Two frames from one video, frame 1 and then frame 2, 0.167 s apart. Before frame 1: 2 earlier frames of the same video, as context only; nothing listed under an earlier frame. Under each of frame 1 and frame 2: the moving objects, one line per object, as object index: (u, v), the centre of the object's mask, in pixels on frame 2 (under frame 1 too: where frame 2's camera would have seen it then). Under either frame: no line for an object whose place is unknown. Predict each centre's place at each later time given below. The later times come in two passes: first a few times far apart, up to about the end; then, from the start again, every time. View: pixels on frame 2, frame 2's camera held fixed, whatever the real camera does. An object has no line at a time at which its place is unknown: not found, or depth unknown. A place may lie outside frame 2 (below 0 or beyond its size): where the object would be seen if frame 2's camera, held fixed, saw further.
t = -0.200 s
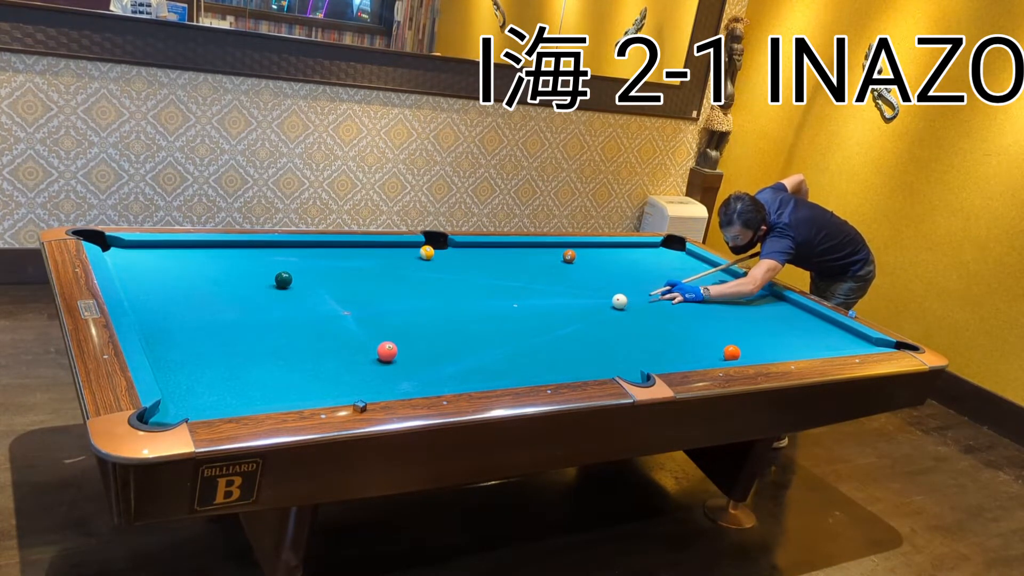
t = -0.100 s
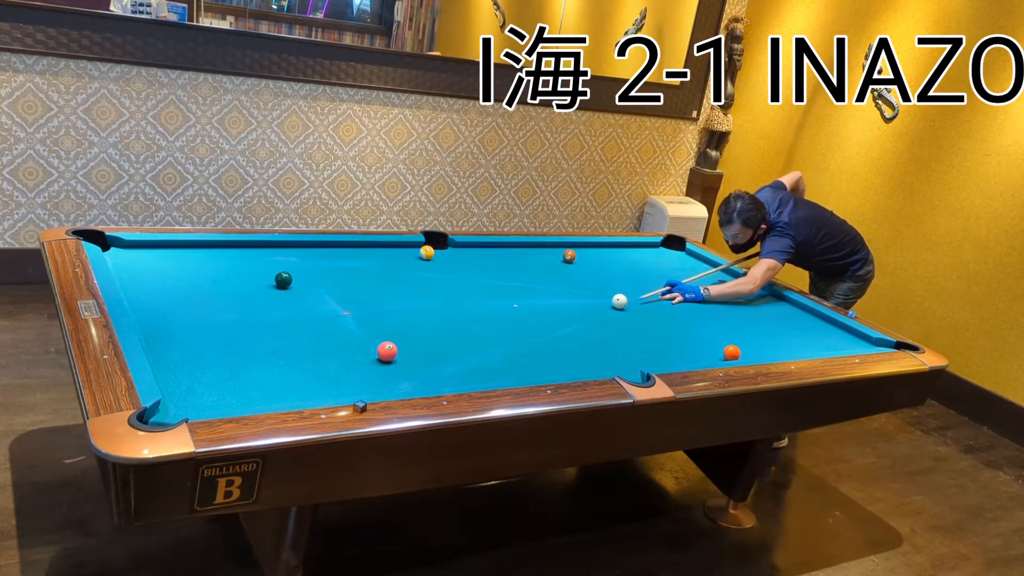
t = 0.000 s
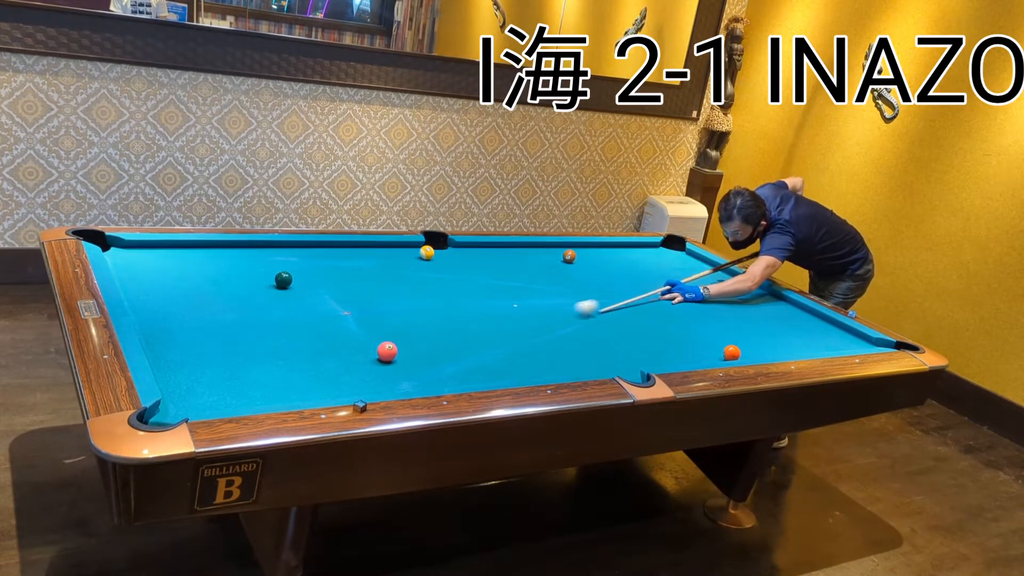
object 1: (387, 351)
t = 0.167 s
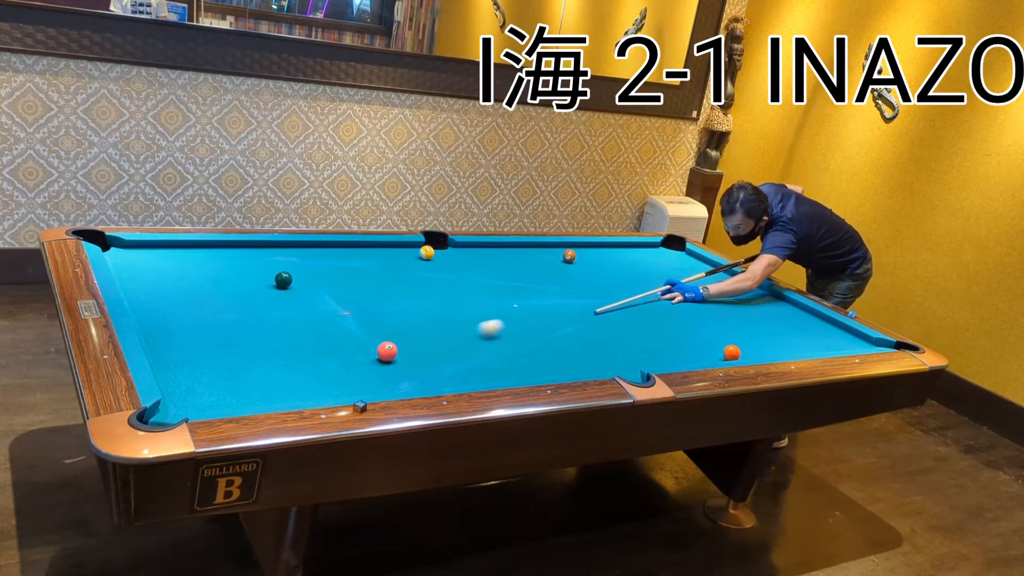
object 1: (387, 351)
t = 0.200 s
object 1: (387, 351)
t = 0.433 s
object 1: (313, 367)
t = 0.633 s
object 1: (190, 395)
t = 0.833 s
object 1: (243, 401)
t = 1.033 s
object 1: (289, 393)
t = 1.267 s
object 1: (337, 383)
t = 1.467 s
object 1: (372, 374)
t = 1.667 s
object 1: (405, 366)
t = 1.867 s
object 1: (434, 359)
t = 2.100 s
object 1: (464, 351)
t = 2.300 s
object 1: (488, 346)
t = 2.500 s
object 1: (510, 340)
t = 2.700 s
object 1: (530, 335)
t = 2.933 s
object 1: (552, 330)
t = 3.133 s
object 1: (568, 326)
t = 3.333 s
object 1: (584, 322)
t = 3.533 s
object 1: (598, 319)
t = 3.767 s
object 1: (613, 315)
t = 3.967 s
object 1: (625, 312)
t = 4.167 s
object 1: (637, 309)
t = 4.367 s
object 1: (647, 306)
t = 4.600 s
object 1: (658, 303)
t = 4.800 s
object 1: (667, 301)
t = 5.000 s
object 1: (675, 299)
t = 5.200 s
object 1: (683, 297)
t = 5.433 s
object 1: (691, 295)
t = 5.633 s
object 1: (698, 293)
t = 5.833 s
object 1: (704, 291)
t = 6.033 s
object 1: (709, 290)
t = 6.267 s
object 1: (715, 288)
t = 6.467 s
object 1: (720, 287)
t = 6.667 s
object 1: (725, 286)
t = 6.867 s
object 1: (729, 285)
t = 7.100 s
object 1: (734, 284)
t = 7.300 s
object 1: (737, 283)
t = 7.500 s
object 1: (740, 282)
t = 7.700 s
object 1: (743, 282)
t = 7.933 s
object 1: (746, 281)
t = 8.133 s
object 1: (747, 280)
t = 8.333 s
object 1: (746, 280)
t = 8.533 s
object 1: (745, 280)
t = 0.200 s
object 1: (387, 351)
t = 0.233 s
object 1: (387, 351)
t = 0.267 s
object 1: (387, 352)
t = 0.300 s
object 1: (387, 352)
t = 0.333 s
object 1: (375, 353)
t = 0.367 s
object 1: (355, 358)
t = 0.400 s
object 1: (334, 362)
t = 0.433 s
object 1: (313, 367)
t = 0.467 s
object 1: (292, 371)
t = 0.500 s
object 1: (272, 376)
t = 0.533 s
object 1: (252, 380)
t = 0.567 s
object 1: (232, 385)
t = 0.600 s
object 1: (211, 390)
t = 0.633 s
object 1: (190, 395)
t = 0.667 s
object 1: (176, 399)
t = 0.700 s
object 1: (191, 400)
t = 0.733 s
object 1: (206, 400)
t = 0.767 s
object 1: (219, 400)
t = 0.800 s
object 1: (232, 401)
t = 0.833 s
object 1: (243, 401)
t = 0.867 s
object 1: (253, 400)
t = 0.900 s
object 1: (260, 398)
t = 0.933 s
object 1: (268, 397)
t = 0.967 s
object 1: (275, 396)
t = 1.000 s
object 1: (282, 394)
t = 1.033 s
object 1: (289, 393)
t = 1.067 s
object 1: (297, 392)
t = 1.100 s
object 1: (304, 390)
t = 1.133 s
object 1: (311, 389)
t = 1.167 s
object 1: (317, 388)
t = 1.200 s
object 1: (324, 386)
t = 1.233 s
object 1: (330, 385)
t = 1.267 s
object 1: (337, 383)
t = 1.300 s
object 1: (343, 382)
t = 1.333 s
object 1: (349, 380)
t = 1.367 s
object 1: (355, 379)
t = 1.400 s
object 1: (361, 378)
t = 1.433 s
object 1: (366, 376)
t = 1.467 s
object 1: (372, 374)
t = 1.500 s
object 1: (378, 373)
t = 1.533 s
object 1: (384, 371)
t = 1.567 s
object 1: (389, 370)
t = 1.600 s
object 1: (394, 369)
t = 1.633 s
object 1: (400, 367)
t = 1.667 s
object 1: (405, 366)
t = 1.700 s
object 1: (410, 365)
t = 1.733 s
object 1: (415, 363)
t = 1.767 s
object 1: (420, 362)
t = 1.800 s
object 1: (425, 361)
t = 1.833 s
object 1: (429, 360)
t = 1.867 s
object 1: (434, 359)
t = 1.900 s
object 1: (439, 358)
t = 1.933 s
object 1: (443, 356)
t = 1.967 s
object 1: (448, 355)
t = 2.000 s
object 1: (452, 354)
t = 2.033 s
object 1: (456, 354)
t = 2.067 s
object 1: (460, 352)
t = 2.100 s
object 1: (464, 351)
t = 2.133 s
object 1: (468, 351)
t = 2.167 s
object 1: (472, 350)
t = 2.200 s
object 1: (477, 349)
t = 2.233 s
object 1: (481, 347)
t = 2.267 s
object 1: (485, 347)
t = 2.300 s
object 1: (488, 346)
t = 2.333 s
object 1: (492, 345)
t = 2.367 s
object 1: (496, 344)
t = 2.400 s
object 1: (499, 343)
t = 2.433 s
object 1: (503, 342)
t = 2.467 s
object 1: (507, 341)
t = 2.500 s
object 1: (510, 340)
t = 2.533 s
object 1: (514, 339)
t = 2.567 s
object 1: (517, 338)
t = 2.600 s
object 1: (521, 338)
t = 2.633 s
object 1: (524, 337)
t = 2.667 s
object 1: (527, 336)
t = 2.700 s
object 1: (530, 335)
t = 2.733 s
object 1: (534, 335)
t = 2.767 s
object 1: (536, 334)
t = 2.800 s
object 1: (540, 333)
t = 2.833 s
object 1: (543, 332)
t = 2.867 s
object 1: (546, 331)
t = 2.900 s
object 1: (549, 331)
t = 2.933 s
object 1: (552, 330)
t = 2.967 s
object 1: (555, 329)
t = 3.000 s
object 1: (557, 329)
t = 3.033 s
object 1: (560, 328)
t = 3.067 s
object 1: (563, 327)
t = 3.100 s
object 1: (566, 327)
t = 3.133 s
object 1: (568, 326)
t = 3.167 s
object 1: (571, 325)
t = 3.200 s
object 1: (574, 325)
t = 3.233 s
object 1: (576, 324)
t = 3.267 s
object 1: (579, 323)
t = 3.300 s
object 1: (581, 323)
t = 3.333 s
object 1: (584, 322)
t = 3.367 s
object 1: (586, 321)
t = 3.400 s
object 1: (589, 321)
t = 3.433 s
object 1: (591, 320)
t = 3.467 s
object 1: (593, 320)
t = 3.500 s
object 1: (596, 319)
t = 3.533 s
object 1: (598, 319)
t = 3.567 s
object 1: (600, 318)
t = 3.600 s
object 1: (603, 317)
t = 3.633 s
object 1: (605, 317)
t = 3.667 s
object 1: (607, 316)
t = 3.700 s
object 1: (609, 316)
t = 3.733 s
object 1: (611, 315)
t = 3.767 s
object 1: (613, 315)
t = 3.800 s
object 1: (615, 314)
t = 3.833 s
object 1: (617, 313)
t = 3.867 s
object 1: (619, 313)
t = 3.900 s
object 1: (622, 312)
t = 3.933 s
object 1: (624, 312)
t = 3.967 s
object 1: (625, 312)
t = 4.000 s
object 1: (628, 311)
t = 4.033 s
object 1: (630, 311)
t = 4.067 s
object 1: (631, 310)
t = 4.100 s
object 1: (633, 310)
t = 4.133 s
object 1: (635, 309)
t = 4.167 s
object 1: (637, 309)
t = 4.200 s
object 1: (639, 308)
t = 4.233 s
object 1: (640, 308)
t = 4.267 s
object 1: (642, 307)
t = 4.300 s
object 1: (644, 307)
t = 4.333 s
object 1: (646, 306)
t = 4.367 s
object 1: (647, 306)
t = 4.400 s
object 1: (649, 306)
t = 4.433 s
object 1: (650, 305)
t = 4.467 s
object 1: (652, 305)
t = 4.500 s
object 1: (654, 304)
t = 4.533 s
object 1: (655, 304)
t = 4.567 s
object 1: (657, 303)
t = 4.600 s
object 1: (658, 303)
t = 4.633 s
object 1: (660, 303)
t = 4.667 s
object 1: (661, 302)
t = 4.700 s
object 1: (663, 302)
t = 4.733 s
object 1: (664, 302)
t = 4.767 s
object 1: (666, 301)
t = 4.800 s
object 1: (667, 301)
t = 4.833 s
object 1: (668, 301)
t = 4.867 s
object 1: (670, 300)
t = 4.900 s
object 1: (671, 300)
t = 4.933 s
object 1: (673, 300)
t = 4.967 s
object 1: (674, 299)
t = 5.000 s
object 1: (675, 299)
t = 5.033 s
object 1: (677, 298)
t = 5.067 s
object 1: (678, 298)
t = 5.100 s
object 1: (679, 298)
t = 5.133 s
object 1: (681, 297)
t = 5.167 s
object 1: (682, 297)
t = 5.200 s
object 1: (683, 297)
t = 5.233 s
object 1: (684, 297)
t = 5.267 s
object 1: (685, 296)
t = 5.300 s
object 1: (687, 296)
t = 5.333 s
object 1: (688, 295)
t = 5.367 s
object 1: (689, 295)
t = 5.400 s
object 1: (690, 295)
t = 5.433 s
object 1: (691, 295)
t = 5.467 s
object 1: (693, 294)
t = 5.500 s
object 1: (694, 294)
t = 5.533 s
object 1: (695, 294)
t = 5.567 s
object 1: (696, 293)
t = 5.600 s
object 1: (697, 293)
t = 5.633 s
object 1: (698, 293)
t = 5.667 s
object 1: (699, 293)
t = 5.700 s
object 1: (700, 292)
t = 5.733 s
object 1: (701, 292)
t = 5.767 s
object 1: (702, 292)
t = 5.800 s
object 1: (703, 291)
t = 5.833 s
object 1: (704, 291)
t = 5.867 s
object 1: (705, 291)
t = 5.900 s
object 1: (706, 291)
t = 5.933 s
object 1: (707, 290)
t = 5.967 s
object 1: (708, 290)
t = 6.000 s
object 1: (708, 290)
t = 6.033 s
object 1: (709, 290)
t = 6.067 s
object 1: (710, 289)
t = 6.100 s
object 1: (711, 289)
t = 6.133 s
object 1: (712, 289)
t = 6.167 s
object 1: (713, 289)
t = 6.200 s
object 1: (714, 288)
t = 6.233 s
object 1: (715, 288)
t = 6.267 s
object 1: (715, 288)
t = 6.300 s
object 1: (717, 288)
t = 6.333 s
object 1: (717, 288)
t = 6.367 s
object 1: (718, 288)
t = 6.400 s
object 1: (719, 287)
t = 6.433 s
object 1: (720, 287)
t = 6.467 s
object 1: (720, 287)
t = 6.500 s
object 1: (721, 287)
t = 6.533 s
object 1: (722, 287)
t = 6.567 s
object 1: (723, 287)
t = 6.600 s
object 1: (724, 286)
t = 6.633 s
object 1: (724, 286)
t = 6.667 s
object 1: (725, 286)
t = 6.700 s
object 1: (726, 286)
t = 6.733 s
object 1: (726, 286)
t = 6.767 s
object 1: (727, 285)
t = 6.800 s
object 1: (728, 285)
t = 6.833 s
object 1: (728, 285)
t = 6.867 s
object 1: (729, 285)
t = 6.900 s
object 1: (730, 285)
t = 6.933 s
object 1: (730, 285)
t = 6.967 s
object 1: (731, 285)
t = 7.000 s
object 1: (731, 284)
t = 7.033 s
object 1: (732, 284)
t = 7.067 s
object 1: (733, 284)
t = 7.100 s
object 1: (734, 284)
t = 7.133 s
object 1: (734, 284)
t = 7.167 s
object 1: (735, 284)
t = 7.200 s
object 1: (735, 284)
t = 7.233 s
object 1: (736, 283)
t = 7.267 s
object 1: (736, 283)
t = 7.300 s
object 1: (737, 283)
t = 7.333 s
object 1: (738, 283)
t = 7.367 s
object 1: (738, 283)
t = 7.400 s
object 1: (739, 283)
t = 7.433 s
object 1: (739, 283)
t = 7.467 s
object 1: (740, 282)
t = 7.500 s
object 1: (740, 282)
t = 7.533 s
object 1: (741, 282)
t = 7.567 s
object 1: (741, 282)
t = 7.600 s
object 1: (742, 282)
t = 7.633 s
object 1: (742, 282)
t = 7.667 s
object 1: (743, 282)
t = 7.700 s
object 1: (743, 282)
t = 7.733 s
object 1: (744, 282)
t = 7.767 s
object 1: (744, 281)
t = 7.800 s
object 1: (745, 281)
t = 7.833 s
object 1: (745, 281)
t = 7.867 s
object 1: (745, 281)
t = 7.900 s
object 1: (746, 281)
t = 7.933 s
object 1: (746, 281)
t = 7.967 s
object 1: (747, 281)
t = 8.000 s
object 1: (747, 281)
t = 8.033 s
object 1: (747, 281)
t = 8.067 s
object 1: (747, 281)
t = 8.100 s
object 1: (747, 281)
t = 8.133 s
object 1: (747, 280)
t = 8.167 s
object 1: (747, 280)
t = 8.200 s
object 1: (746, 280)
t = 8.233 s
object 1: (746, 280)
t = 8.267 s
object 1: (746, 280)
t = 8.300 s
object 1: (746, 280)
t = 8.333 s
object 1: (746, 280)
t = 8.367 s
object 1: (745, 280)
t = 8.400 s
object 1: (745, 280)
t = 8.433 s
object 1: (745, 280)
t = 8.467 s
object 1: (745, 280)
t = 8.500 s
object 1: (745, 280)
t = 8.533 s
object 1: (745, 280)
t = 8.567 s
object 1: (744, 280)
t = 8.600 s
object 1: (745, 280)
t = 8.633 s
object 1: (742, 280)
